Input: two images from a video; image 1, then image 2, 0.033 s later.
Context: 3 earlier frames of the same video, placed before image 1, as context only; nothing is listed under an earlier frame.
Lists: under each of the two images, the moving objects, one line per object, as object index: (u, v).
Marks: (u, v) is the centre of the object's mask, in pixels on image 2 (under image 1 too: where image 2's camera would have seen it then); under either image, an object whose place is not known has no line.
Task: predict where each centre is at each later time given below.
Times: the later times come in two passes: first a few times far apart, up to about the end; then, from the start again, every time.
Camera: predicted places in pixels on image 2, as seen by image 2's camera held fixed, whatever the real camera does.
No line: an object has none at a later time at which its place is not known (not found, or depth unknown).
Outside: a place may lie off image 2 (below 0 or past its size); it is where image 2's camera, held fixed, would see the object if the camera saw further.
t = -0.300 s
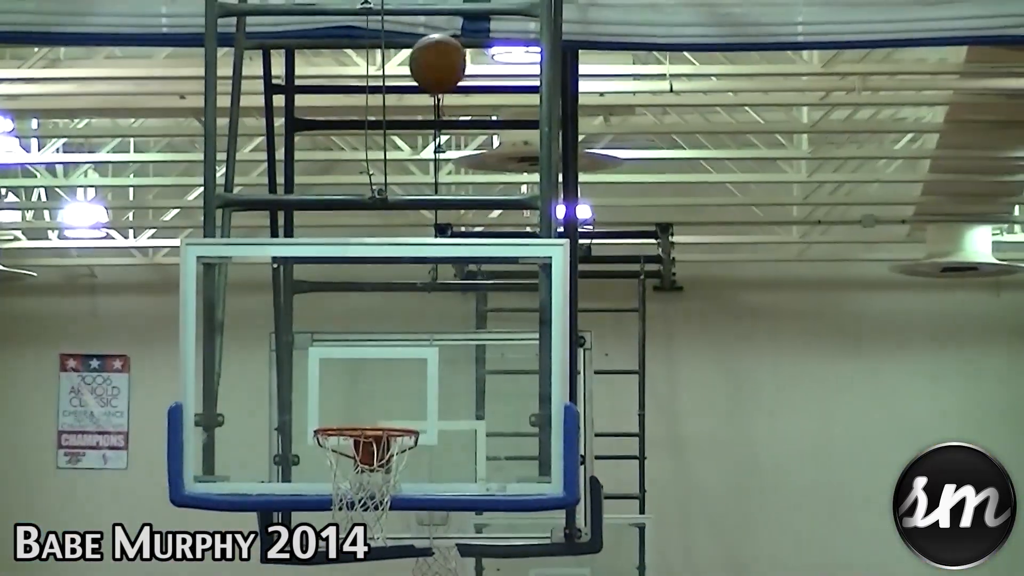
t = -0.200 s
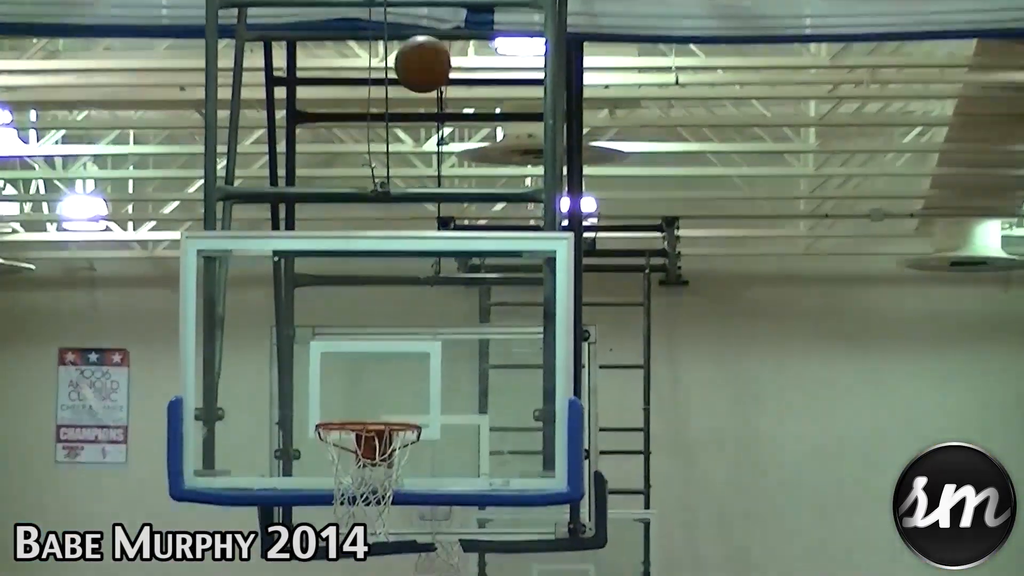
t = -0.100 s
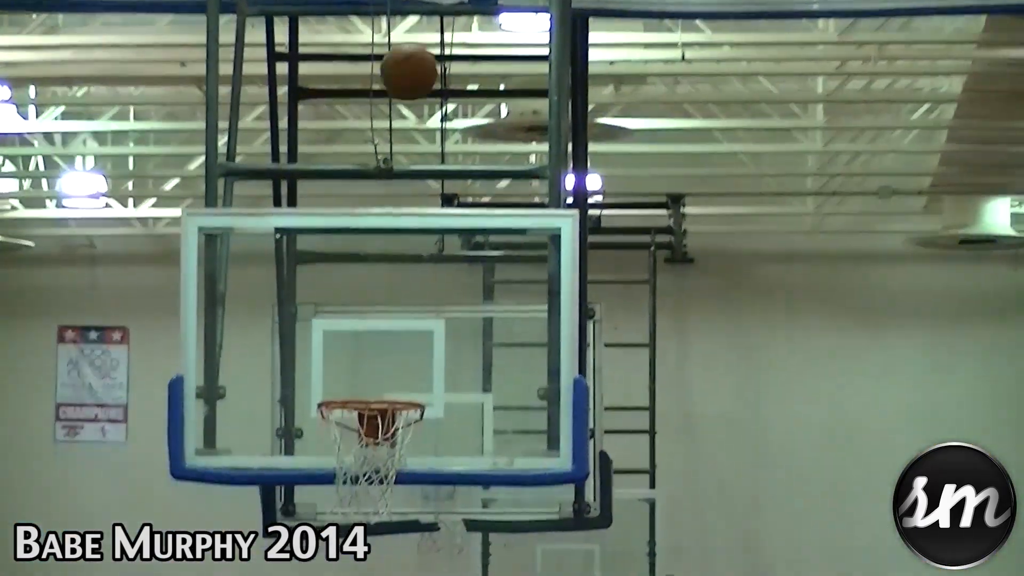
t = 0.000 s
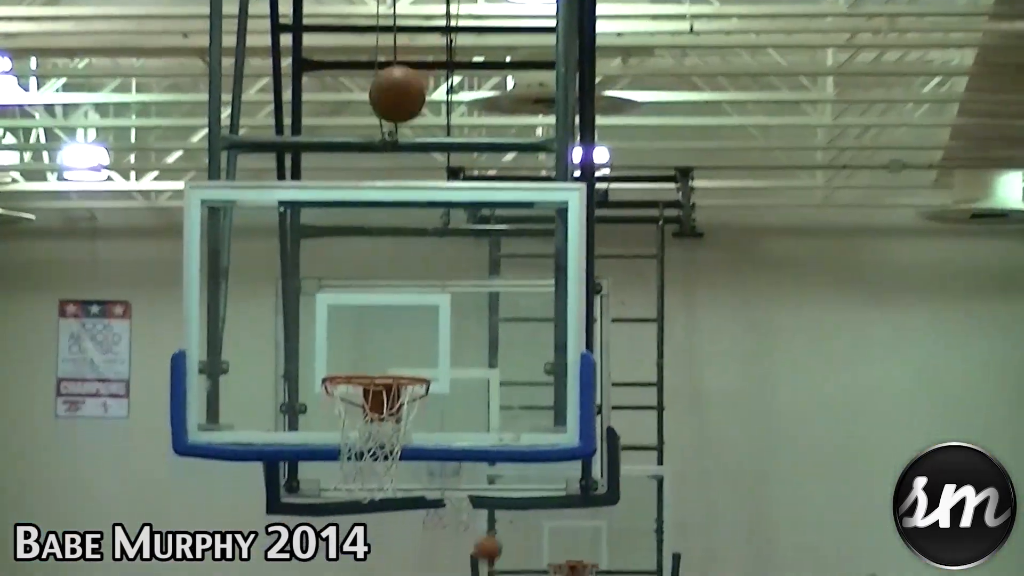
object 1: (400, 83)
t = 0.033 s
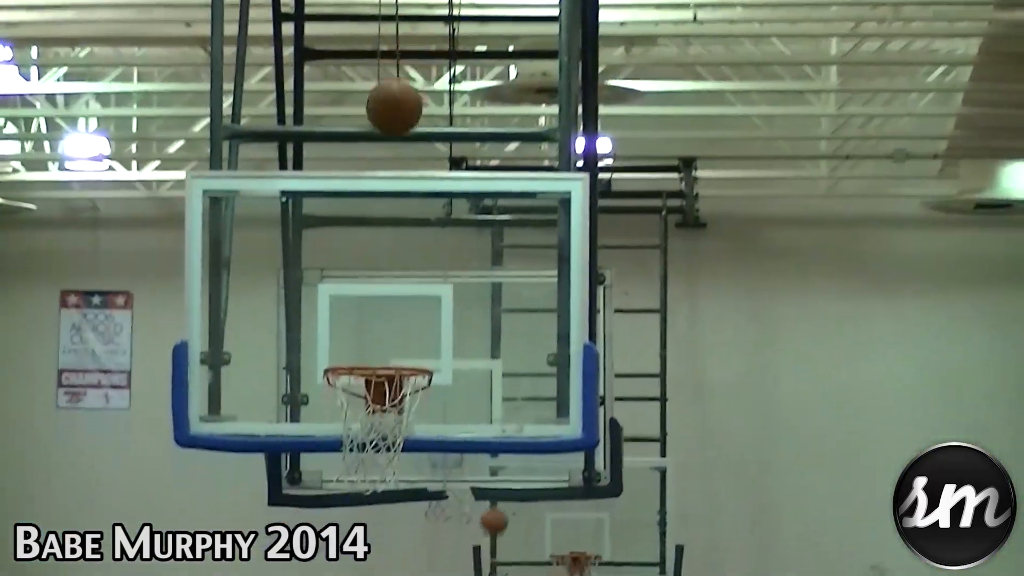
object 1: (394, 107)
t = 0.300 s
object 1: (355, 347)
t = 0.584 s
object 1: (373, 345)
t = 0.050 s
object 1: (392, 118)
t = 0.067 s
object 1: (389, 131)
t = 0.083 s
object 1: (387, 144)
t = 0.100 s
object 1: (384, 156)
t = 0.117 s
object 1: (382, 171)
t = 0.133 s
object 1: (378, 187)
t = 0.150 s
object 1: (376, 204)
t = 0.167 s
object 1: (373, 218)
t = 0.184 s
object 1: (371, 236)
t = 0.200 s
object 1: (368, 249)
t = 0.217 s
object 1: (365, 267)
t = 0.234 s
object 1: (363, 288)
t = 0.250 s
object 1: (360, 306)
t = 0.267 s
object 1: (357, 323)
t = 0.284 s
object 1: (355, 342)
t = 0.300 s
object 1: (355, 347)
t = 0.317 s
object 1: (356, 348)
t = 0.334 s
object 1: (358, 351)
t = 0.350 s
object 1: (360, 354)
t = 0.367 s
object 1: (365, 355)
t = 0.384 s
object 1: (375, 355)
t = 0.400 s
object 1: (385, 355)
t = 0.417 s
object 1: (394, 355)
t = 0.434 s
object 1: (402, 355)
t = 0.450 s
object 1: (402, 354)
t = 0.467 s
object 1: (401, 352)
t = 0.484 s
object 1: (400, 352)
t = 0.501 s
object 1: (400, 351)
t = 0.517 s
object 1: (396, 350)
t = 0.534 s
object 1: (390, 348)
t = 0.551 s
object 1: (385, 346)
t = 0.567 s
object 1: (379, 346)
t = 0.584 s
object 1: (373, 345)
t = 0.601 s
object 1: (368, 345)
